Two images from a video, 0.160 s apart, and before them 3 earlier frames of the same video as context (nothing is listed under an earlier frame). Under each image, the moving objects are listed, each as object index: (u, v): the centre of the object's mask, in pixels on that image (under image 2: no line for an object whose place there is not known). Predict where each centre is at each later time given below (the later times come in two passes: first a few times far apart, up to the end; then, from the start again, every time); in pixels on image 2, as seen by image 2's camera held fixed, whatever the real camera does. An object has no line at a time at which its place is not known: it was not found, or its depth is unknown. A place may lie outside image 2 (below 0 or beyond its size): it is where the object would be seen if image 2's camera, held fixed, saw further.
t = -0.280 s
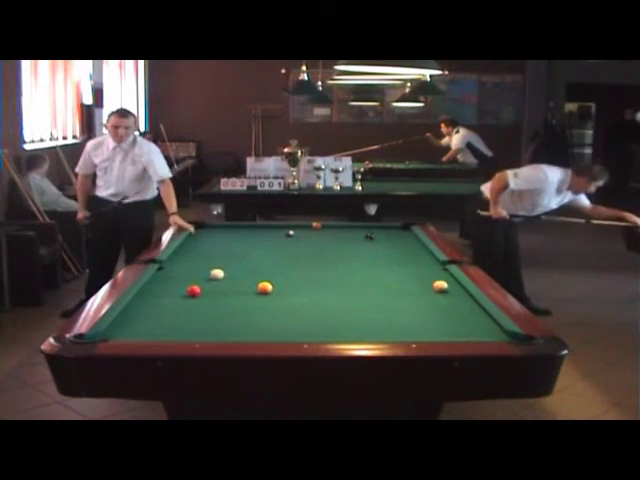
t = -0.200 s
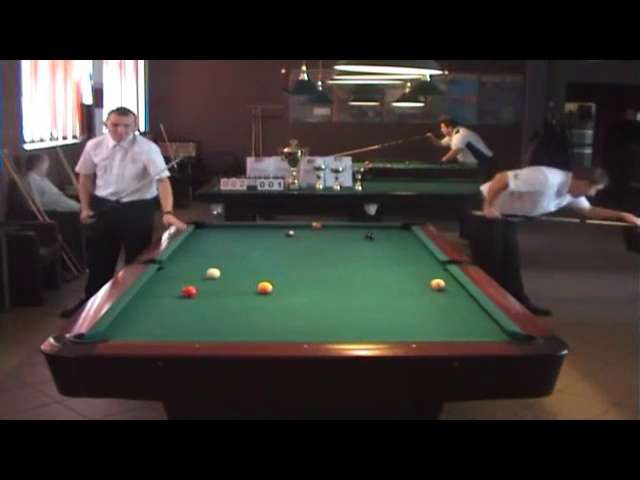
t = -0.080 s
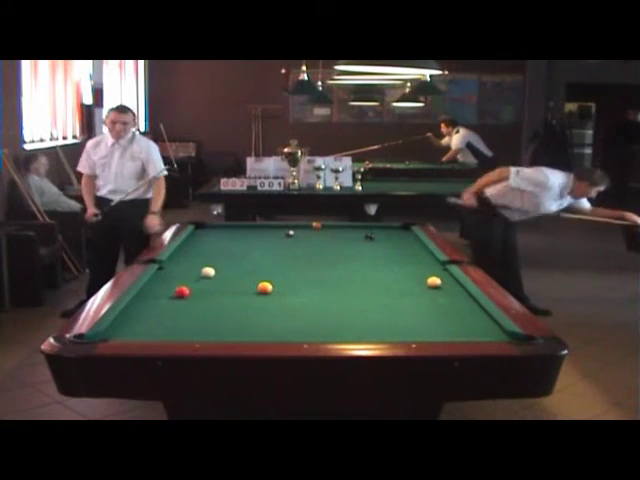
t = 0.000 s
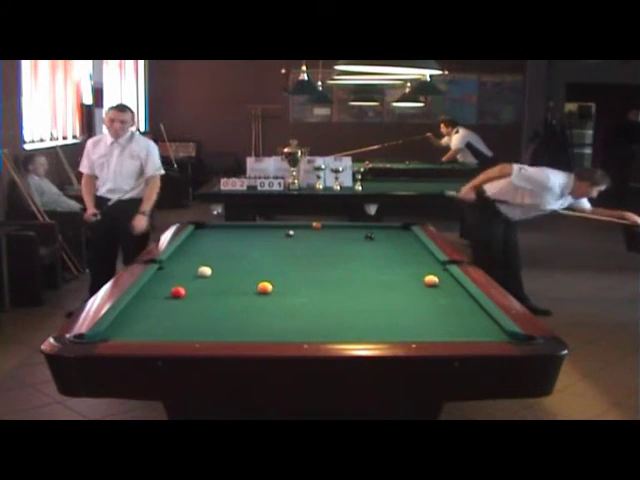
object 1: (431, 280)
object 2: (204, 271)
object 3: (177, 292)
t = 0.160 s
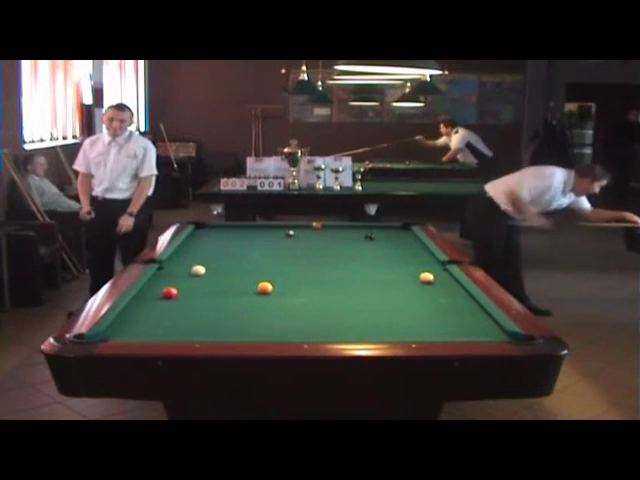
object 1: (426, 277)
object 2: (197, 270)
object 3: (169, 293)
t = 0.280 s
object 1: (423, 275)
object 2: (193, 269)
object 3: (163, 293)
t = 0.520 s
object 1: (417, 272)
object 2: (186, 268)
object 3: (154, 294)
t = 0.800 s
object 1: (411, 268)
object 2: (178, 266)
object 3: (143, 294)
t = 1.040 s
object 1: (407, 265)
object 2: (172, 265)
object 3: (143, 294)
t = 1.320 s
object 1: (403, 263)
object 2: (167, 264)
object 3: (148, 295)
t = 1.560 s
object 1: (400, 261)
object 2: (163, 263)
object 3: (148, 295)
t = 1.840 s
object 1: (396, 259)
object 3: (149, 295)
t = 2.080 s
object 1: (394, 258)
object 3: (149, 295)
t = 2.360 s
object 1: (393, 256)
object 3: (148, 295)
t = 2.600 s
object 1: (391, 256)
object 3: (149, 295)
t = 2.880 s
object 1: (390, 255)
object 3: (148, 295)
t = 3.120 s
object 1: (390, 255)
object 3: (148, 295)
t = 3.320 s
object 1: (389, 255)
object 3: (148, 295)
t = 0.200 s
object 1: (425, 277)
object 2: (196, 270)
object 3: (167, 293)
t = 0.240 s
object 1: (424, 276)
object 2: (195, 270)
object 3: (165, 293)
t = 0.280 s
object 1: (423, 275)
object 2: (193, 269)
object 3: (163, 293)
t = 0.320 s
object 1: (422, 275)
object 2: (192, 269)
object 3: (162, 293)
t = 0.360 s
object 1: (421, 274)
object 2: (191, 269)
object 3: (160, 293)
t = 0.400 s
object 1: (420, 274)
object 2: (189, 268)
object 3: (159, 294)
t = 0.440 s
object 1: (419, 273)
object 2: (188, 268)
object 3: (157, 294)
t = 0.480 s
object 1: (418, 272)
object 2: (187, 268)
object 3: (155, 293)
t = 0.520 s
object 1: (417, 272)
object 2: (186, 268)
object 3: (154, 294)
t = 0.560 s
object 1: (416, 271)
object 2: (184, 267)
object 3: (152, 294)
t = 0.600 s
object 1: (415, 271)
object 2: (183, 267)
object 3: (150, 294)
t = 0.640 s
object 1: (414, 271)
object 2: (182, 267)
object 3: (148, 294)
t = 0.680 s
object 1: (413, 270)
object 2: (181, 267)
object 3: (147, 294)
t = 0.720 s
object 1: (413, 269)
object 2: (180, 266)
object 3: (146, 294)
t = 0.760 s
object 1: (412, 269)
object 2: (179, 266)
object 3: (144, 294)
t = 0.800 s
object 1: (411, 268)
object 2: (178, 266)
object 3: (143, 294)
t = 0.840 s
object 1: (410, 268)
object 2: (177, 266)
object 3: (142, 294)
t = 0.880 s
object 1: (410, 267)
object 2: (176, 266)
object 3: (142, 294)
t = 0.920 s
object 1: (409, 267)
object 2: (175, 266)
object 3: (142, 294)
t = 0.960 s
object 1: (409, 266)
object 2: (174, 265)
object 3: (143, 294)
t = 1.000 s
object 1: (408, 266)
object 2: (173, 265)
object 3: (143, 294)
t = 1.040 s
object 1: (407, 265)
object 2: (172, 265)
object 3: (143, 294)
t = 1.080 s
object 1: (406, 265)
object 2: (171, 265)
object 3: (145, 295)
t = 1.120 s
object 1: (406, 265)
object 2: (171, 265)
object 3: (145, 295)
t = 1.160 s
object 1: (405, 264)
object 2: (170, 264)
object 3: (146, 295)
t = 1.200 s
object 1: (405, 264)
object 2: (169, 264)
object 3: (147, 295)
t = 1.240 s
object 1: (404, 263)
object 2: (168, 264)
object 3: (147, 295)
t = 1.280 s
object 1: (404, 263)
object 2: (168, 264)
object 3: (147, 295)
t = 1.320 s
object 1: (403, 263)
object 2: (167, 264)
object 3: (148, 295)
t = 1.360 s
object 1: (402, 262)
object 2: (166, 264)
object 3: (148, 295)
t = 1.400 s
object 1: (402, 262)
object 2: (166, 264)
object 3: (148, 295)
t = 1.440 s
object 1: (401, 261)
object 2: (165, 263)
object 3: (148, 295)
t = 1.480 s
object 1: (401, 261)
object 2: (165, 263)
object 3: (148, 295)
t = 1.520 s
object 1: (400, 261)
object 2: (164, 263)
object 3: (148, 295)
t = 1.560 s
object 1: (400, 261)
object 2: (163, 263)
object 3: (148, 295)
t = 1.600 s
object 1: (399, 261)
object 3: (149, 295)
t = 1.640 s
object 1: (399, 260)
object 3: (149, 295)
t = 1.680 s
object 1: (398, 260)
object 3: (149, 295)
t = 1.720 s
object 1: (397, 260)
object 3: (149, 295)
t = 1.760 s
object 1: (397, 260)
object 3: (149, 295)
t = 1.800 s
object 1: (397, 259)
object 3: (149, 295)
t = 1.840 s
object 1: (396, 259)
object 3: (149, 295)
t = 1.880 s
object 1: (396, 259)
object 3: (149, 295)
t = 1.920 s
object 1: (396, 258)
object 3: (149, 295)
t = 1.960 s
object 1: (395, 258)
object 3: (149, 295)
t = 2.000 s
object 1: (395, 258)
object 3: (149, 295)
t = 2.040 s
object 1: (395, 258)
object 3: (149, 295)
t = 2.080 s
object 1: (394, 258)
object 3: (149, 295)
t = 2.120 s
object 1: (394, 257)
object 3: (149, 295)
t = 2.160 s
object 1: (394, 257)
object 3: (149, 295)
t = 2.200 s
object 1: (394, 257)
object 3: (149, 295)
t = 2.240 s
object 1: (393, 257)
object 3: (149, 295)
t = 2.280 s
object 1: (393, 257)
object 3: (149, 295)
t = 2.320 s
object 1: (393, 256)
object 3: (149, 295)
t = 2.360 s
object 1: (393, 256)
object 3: (148, 295)
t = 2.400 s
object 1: (392, 256)
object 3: (148, 295)
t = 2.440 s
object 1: (392, 256)
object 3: (149, 295)
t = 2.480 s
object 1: (392, 256)
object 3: (149, 295)
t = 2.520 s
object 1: (392, 256)
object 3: (149, 295)
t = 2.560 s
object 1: (391, 256)
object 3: (149, 295)
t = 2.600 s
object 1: (391, 256)
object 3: (149, 295)
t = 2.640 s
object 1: (391, 256)
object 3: (148, 295)
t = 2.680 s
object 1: (390, 255)
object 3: (148, 295)
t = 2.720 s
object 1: (390, 255)
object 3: (148, 295)
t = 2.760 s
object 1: (390, 255)
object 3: (148, 295)
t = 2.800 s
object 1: (390, 255)
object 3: (148, 295)
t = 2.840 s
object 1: (390, 255)
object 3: (148, 295)
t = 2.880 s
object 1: (390, 255)
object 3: (148, 295)
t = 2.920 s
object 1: (390, 255)
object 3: (148, 295)
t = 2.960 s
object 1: (390, 255)
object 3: (148, 295)
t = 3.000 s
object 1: (390, 255)
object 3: (148, 295)
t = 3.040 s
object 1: (390, 255)
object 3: (148, 295)
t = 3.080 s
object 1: (390, 255)
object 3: (148, 295)
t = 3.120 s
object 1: (390, 255)
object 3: (148, 295)
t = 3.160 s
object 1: (390, 255)
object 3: (148, 295)
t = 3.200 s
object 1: (390, 255)
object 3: (148, 295)
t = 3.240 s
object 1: (389, 255)
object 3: (148, 295)
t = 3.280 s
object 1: (389, 255)
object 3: (148, 295)
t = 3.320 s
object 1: (389, 255)
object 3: (148, 295)
